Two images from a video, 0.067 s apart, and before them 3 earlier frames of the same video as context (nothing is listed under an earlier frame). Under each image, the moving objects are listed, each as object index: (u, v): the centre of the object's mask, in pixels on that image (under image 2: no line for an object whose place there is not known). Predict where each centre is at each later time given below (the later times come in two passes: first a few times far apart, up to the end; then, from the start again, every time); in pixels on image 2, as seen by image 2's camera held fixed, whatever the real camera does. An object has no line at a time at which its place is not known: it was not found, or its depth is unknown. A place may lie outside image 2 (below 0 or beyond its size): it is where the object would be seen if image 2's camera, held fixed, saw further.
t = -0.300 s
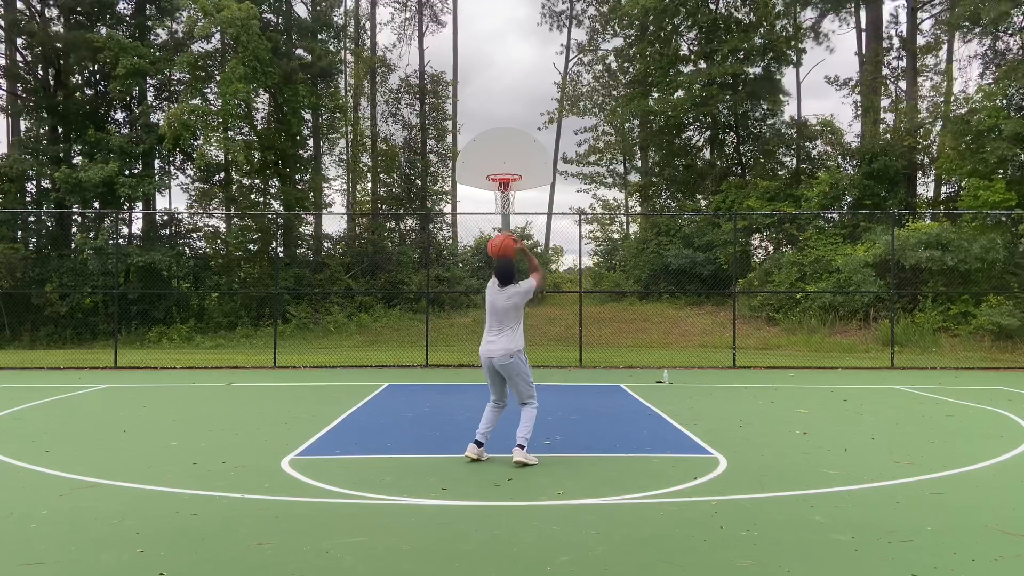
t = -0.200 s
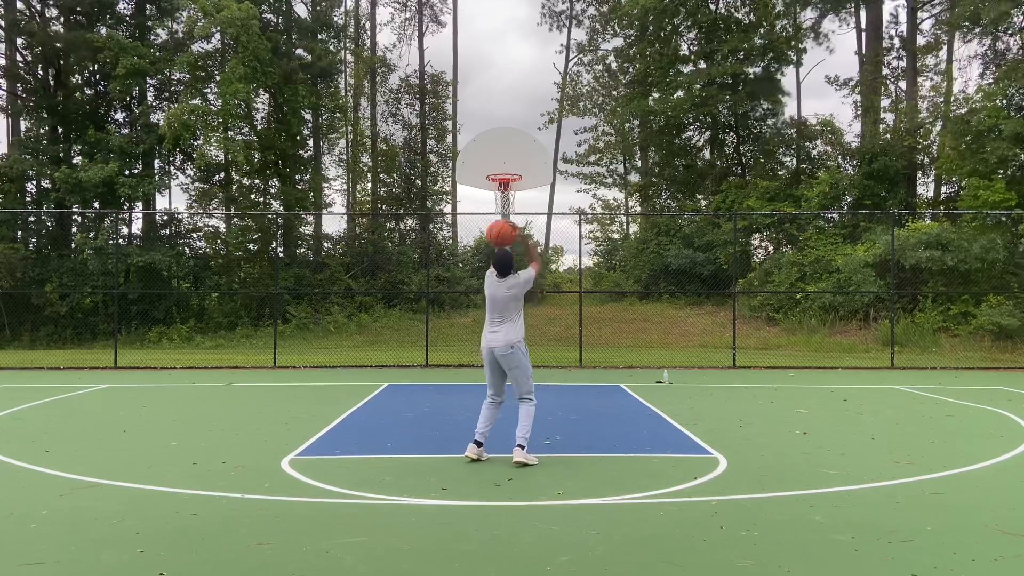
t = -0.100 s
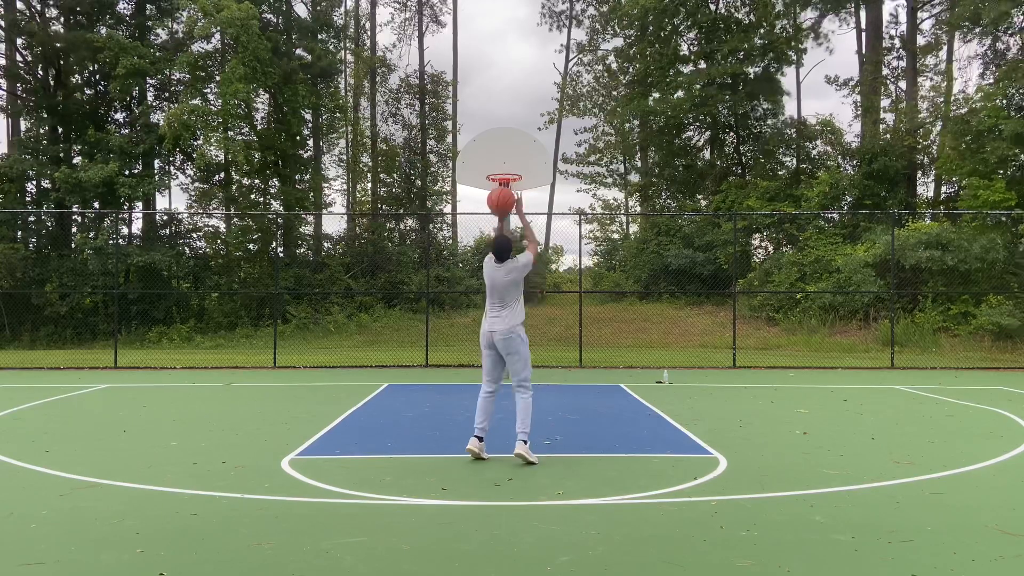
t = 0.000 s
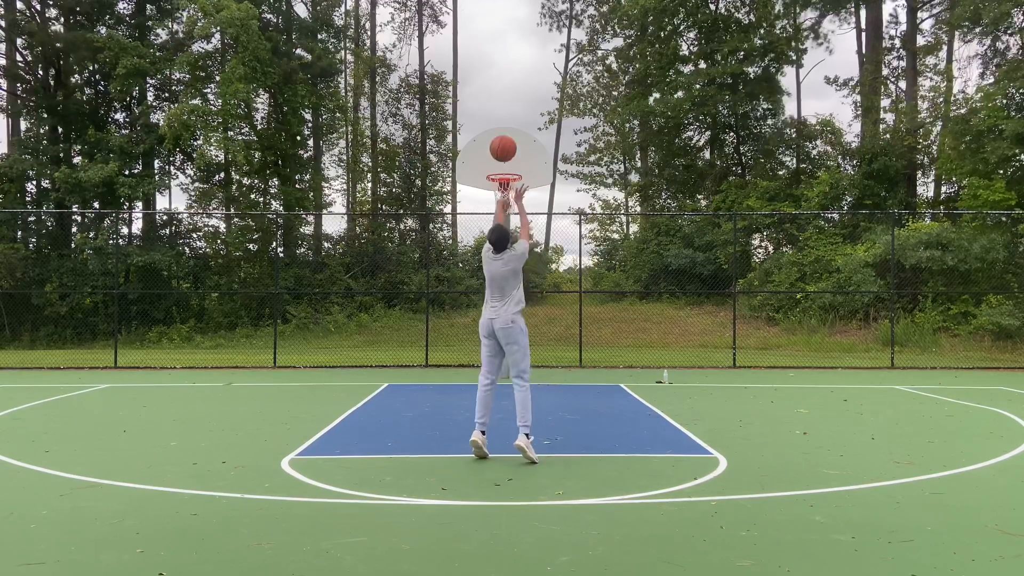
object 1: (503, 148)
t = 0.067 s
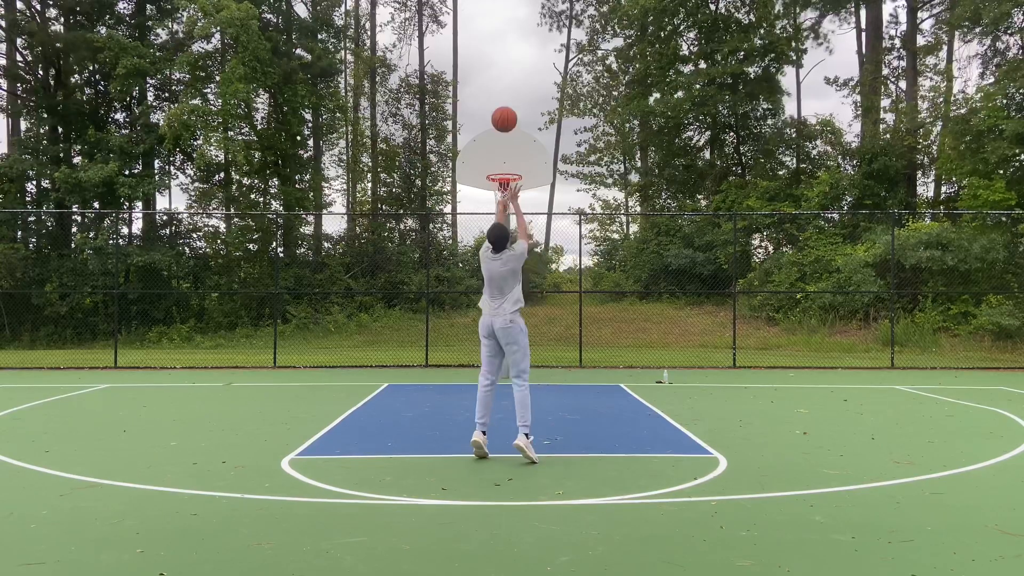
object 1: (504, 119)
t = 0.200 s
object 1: (506, 80)
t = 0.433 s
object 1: (509, 62)
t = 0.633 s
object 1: (511, 84)
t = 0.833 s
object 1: (512, 132)
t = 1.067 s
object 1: (495, 193)
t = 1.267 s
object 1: (477, 200)
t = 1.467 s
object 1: (461, 231)
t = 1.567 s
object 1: (452, 257)
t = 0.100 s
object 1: (505, 107)
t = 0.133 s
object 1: (505, 97)
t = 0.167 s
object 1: (506, 88)
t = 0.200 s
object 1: (506, 80)
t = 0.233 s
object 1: (507, 74)
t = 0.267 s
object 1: (507, 69)
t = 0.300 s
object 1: (508, 65)
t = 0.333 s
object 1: (508, 63)
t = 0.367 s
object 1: (508, 62)
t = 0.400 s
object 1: (509, 61)
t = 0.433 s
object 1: (509, 62)
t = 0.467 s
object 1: (510, 63)
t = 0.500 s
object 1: (510, 66)
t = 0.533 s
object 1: (510, 69)
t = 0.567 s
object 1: (510, 73)
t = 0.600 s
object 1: (511, 78)
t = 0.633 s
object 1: (511, 84)
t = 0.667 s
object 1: (511, 90)
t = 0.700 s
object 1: (511, 97)
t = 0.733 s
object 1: (511, 105)
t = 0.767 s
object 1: (512, 113)
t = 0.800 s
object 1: (512, 122)
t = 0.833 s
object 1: (512, 132)
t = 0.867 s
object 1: (512, 142)
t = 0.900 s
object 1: (512, 153)
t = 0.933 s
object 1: (512, 164)
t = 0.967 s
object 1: (512, 175)
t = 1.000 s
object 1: (507, 184)
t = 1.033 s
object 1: (501, 189)
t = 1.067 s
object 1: (495, 193)
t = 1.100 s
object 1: (491, 194)
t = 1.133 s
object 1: (487, 195)
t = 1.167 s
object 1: (484, 195)
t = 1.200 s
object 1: (481, 196)
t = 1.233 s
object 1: (479, 198)
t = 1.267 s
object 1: (477, 200)
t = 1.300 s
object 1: (474, 203)
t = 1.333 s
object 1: (471, 207)
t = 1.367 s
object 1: (469, 212)
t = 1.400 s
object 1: (467, 217)
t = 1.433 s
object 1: (464, 224)
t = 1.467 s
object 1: (461, 231)
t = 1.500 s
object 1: (459, 239)
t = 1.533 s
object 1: (455, 247)
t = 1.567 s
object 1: (452, 257)
